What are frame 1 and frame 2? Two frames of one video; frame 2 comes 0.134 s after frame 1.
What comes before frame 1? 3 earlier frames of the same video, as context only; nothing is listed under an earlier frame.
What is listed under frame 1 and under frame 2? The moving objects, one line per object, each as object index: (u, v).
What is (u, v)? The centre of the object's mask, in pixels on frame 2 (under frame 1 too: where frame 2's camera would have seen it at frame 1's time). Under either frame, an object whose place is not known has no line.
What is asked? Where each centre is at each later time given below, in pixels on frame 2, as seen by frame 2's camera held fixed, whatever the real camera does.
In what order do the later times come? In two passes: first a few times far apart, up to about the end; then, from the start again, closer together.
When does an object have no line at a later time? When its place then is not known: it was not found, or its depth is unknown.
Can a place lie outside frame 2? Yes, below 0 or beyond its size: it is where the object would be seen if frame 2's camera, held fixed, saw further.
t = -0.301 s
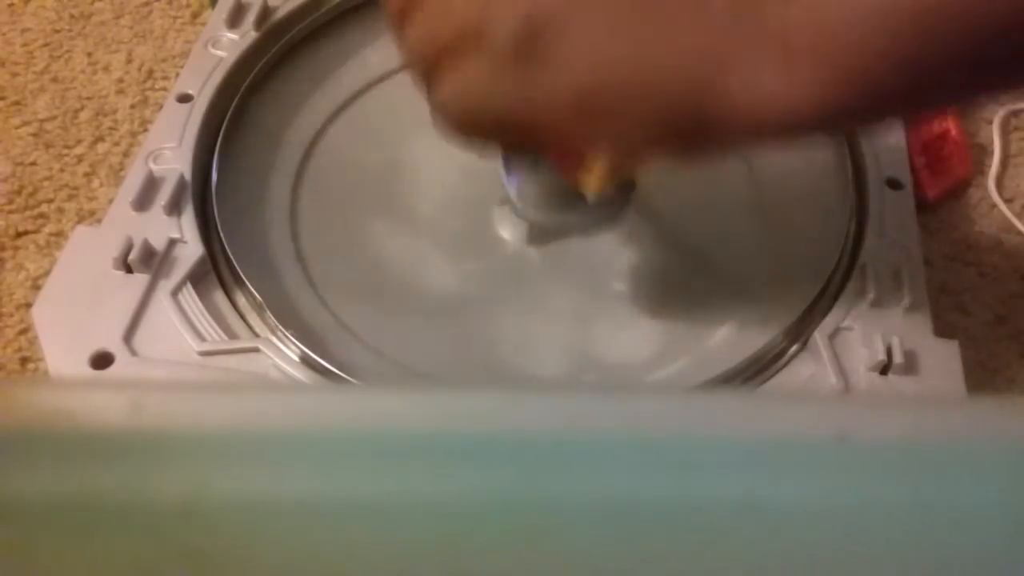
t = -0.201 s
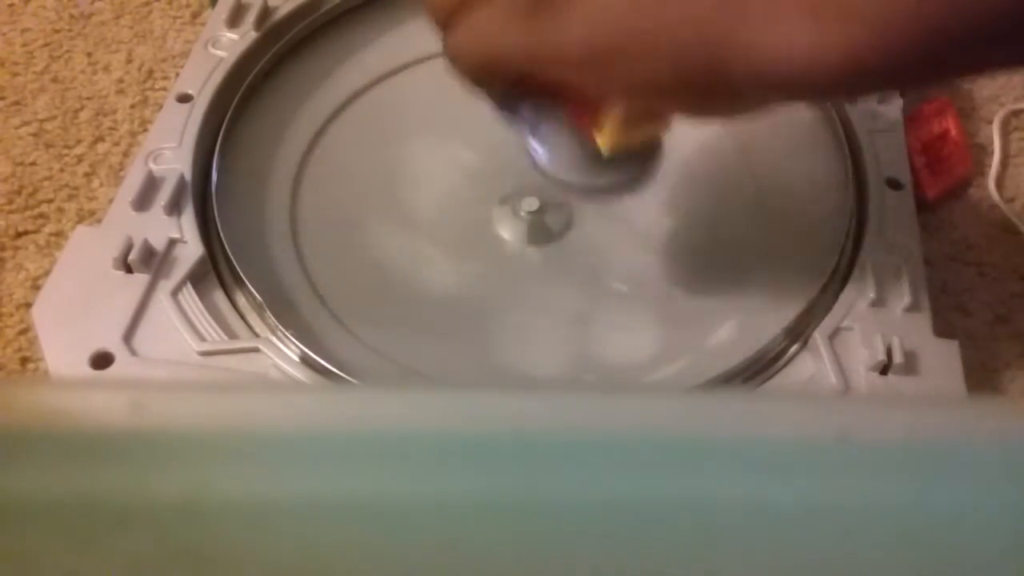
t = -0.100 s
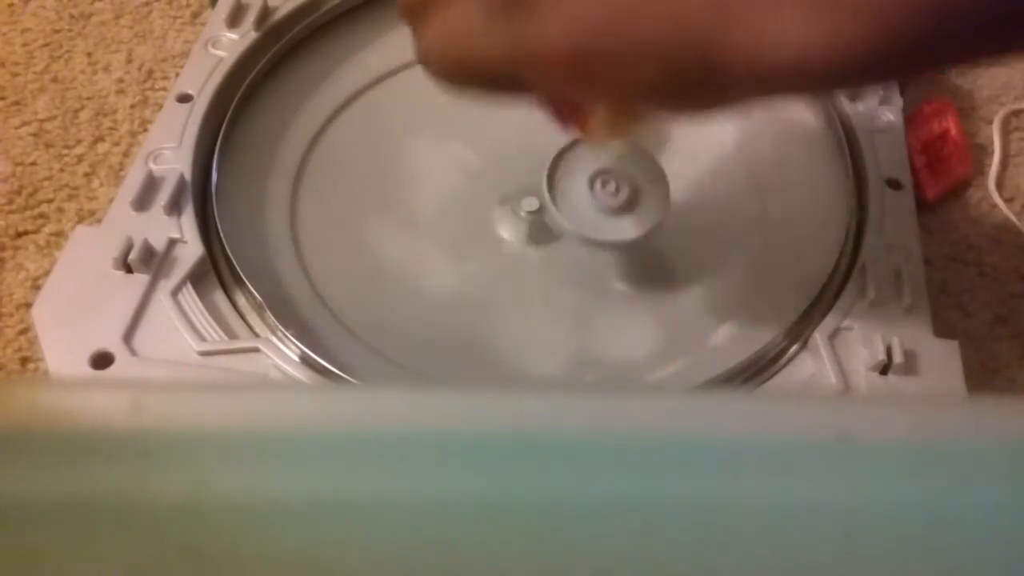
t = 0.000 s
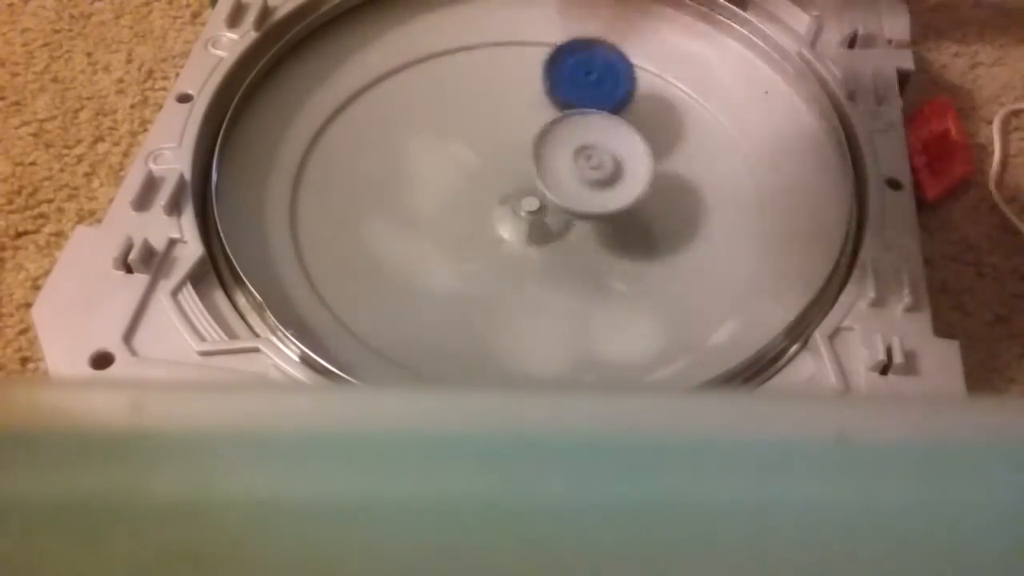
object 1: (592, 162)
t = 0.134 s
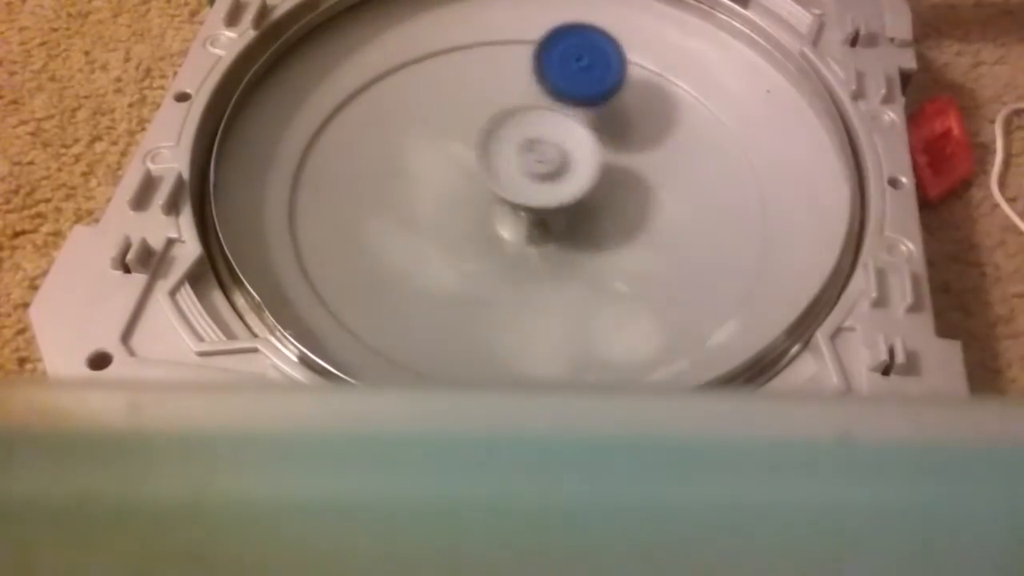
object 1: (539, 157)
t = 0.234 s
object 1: (495, 147)
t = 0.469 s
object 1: (474, 168)
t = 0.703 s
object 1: (486, 267)
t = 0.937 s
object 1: (604, 220)
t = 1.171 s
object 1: (637, 178)
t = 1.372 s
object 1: (578, 231)
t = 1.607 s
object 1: (487, 225)
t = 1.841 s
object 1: (443, 200)
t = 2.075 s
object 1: (518, 187)
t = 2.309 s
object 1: (370, 96)
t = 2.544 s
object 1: (391, 181)
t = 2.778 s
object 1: (371, 324)
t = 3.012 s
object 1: (613, 261)
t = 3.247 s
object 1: (621, 21)
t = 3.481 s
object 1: (329, 48)
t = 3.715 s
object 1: (408, 227)
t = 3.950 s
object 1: (760, 162)
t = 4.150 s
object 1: (668, 50)
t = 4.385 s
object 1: (378, 30)
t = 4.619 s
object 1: (332, 243)
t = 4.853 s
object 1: (694, 308)
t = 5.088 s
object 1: (791, 51)
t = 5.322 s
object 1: (452, 17)
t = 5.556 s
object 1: (266, 205)
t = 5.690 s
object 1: (405, 331)
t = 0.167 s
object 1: (525, 152)
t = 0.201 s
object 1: (512, 146)
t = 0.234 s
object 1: (495, 147)
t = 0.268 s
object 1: (482, 148)
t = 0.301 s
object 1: (471, 149)
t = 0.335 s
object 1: (465, 150)
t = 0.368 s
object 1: (464, 151)
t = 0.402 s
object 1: (469, 151)
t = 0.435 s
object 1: (477, 153)
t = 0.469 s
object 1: (474, 168)
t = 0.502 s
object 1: (461, 188)
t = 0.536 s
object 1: (458, 205)
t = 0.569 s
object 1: (457, 221)
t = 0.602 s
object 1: (459, 236)
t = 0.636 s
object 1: (465, 250)
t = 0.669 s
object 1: (474, 260)
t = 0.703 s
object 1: (486, 267)
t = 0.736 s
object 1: (502, 271)
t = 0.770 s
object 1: (520, 272)
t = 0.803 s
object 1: (538, 268)
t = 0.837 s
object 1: (557, 262)
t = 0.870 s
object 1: (575, 251)
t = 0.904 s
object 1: (591, 236)
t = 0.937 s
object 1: (604, 220)
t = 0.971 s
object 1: (616, 200)
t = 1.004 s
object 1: (627, 178)
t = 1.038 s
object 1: (636, 175)
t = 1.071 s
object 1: (642, 178)
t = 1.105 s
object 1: (644, 180)
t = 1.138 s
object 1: (642, 180)
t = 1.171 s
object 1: (637, 178)
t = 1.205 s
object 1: (631, 174)
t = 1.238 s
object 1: (624, 186)
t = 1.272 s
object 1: (613, 202)
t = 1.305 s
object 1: (604, 214)
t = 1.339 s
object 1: (591, 224)
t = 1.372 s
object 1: (578, 231)
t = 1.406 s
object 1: (565, 236)
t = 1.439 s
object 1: (550, 238)
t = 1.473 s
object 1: (537, 238)
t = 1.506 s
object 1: (525, 236)
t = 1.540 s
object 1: (514, 231)
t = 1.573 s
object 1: (505, 226)
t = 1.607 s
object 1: (487, 225)
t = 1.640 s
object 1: (469, 223)
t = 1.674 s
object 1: (454, 221)
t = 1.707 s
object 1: (443, 217)
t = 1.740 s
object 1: (437, 213)
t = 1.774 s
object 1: (435, 208)
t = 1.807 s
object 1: (437, 204)
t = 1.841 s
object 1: (443, 200)
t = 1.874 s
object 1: (450, 196)
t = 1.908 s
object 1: (459, 194)
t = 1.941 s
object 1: (472, 191)
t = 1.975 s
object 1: (486, 189)
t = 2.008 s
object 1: (498, 189)
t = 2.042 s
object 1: (514, 190)
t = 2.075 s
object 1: (518, 187)
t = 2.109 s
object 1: (490, 167)
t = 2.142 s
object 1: (462, 148)
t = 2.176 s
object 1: (438, 130)
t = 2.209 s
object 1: (418, 117)
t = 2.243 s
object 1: (398, 106)
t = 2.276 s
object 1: (382, 99)
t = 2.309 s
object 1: (370, 96)
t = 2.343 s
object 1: (363, 99)
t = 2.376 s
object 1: (360, 105)
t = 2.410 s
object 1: (359, 115)
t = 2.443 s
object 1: (362, 127)
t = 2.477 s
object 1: (367, 142)
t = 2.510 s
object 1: (375, 161)
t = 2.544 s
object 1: (391, 181)
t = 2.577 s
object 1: (406, 202)
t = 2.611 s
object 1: (414, 218)
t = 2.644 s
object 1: (391, 245)
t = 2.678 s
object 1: (369, 270)
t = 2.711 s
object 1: (358, 291)
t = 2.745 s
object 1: (361, 310)
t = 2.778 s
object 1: (371, 324)
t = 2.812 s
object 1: (390, 332)
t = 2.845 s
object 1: (418, 336)
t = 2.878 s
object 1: (459, 334)
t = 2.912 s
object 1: (494, 327)
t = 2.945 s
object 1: (533, 314)
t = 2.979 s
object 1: (578, 290)
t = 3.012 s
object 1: (613, 261)
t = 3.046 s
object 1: (640, 224)
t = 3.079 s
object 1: (658, 183)
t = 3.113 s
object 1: (664, 144)
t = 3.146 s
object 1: (665, 102)
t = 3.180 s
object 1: (652, 64)
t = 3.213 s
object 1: (637, 36)
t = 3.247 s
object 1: (621, 21)
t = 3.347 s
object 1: (505, 11)
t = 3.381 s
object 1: (465, 16)
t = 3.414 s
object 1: (418, 23)
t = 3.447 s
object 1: (371, 33)
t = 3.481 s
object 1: (329, 48)
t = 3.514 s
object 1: (293, 70)
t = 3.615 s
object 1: (257, 146)
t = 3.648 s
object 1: (296, 178)
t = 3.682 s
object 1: (352, 208)
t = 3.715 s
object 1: (408, 227)
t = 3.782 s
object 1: (524, 243)
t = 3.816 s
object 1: (584, 235)
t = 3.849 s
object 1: (636, 231)
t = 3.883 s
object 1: (692, 209)
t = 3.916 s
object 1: (724, 192)
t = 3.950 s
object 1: (760, 162)
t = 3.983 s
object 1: (769, 142)
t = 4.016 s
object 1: (776, 120)
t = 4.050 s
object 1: (767, 99)
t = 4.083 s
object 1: (741, 81)
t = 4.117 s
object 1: (707, 64)
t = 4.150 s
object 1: (668, 50)
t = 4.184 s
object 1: (629, 41)
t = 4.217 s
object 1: (595, 34)
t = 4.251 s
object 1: (554, 28)
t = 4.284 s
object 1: (514, 25)
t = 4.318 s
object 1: (468, 21)
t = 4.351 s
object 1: (422, 23)
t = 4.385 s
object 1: (378, 30)
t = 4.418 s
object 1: (345, 42)
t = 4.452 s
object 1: (320, 62)
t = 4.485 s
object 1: (301, 94)
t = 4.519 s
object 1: (292, 130)
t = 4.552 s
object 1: (294, 170)
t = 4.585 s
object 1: (310, 209)
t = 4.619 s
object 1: (332, 243)
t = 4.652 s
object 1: (368, 277)
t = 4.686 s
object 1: (414, 303)
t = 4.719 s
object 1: (467, 322)
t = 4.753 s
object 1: (531, 330)
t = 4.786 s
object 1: (588, 329)
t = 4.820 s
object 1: (653, 320)
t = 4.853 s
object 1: (694, 308)
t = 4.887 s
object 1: (750, 276)
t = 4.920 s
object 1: (786, 237)
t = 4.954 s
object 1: (812, 199)
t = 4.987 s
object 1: (826, 160)
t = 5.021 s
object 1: (829, 118)
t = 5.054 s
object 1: (815, 84)
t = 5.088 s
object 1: (791, 51)
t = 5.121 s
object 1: (765, 32)
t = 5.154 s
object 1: (720, 21)
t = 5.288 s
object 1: (502, 11)
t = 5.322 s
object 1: (452, 17)
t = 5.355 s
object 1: (408, 27)
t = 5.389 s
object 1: (367, 42)
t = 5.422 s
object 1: (332, 68)
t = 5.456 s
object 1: (303, 98)
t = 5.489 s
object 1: (282, 133)
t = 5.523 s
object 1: (269, 168)
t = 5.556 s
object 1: (266, 205)
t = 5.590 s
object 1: (286, 239)
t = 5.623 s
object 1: (319, 276)
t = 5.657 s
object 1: (363, 308)
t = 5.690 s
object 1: (405, 331)
